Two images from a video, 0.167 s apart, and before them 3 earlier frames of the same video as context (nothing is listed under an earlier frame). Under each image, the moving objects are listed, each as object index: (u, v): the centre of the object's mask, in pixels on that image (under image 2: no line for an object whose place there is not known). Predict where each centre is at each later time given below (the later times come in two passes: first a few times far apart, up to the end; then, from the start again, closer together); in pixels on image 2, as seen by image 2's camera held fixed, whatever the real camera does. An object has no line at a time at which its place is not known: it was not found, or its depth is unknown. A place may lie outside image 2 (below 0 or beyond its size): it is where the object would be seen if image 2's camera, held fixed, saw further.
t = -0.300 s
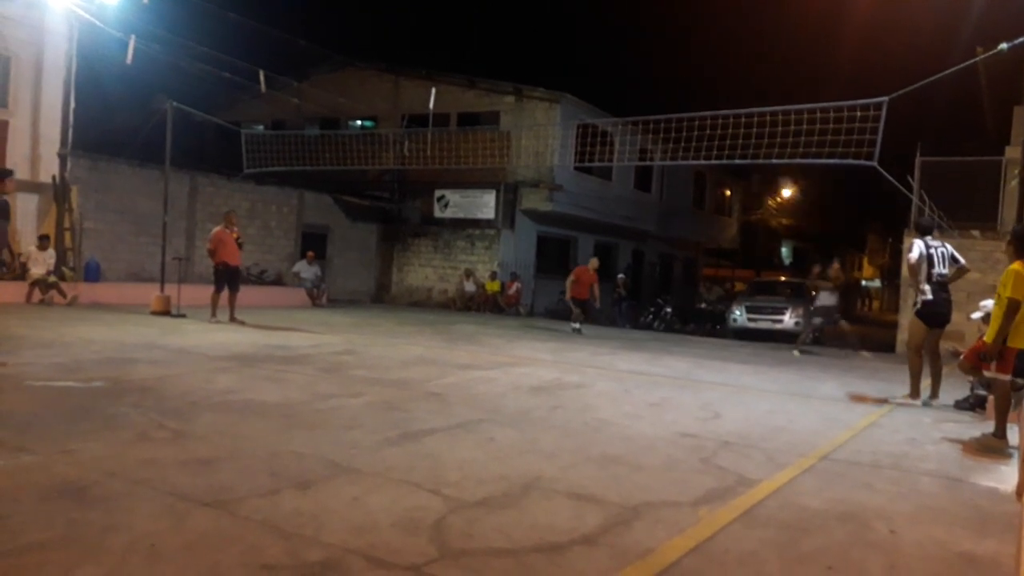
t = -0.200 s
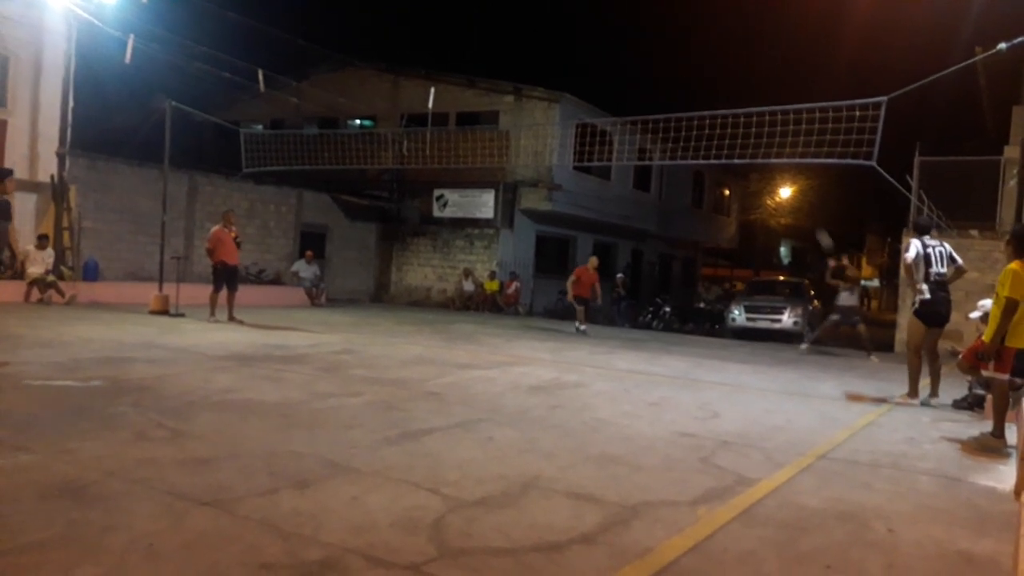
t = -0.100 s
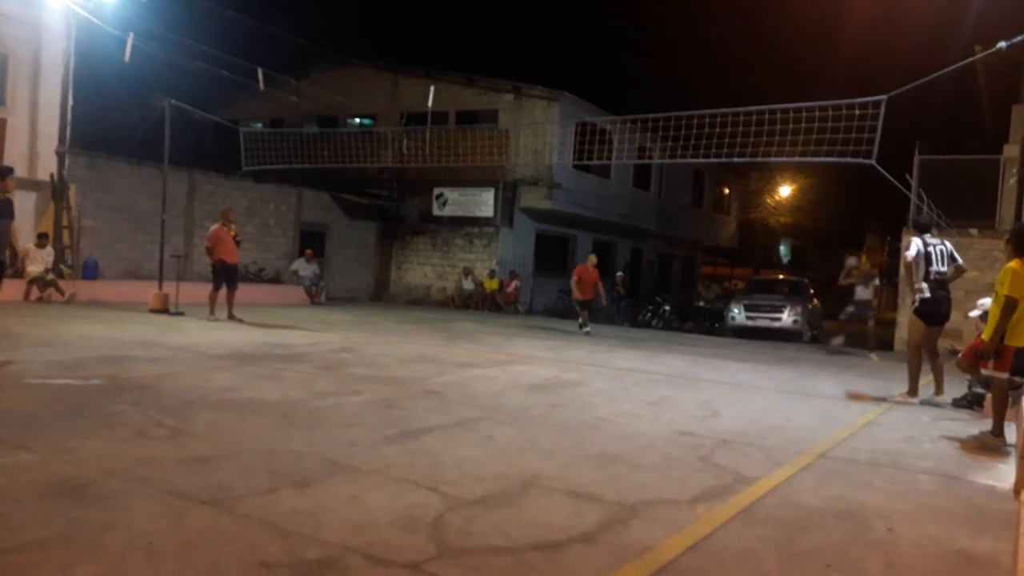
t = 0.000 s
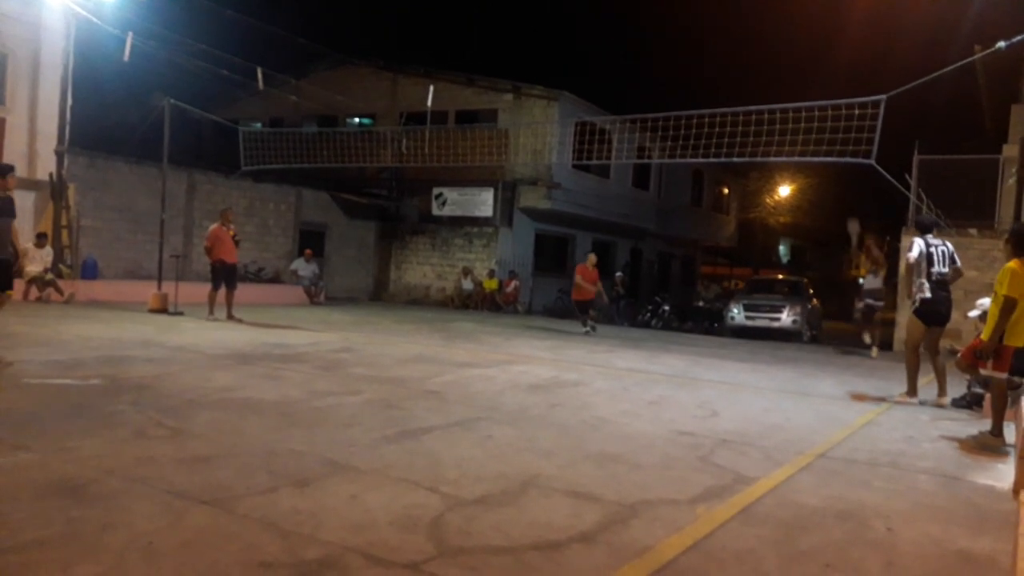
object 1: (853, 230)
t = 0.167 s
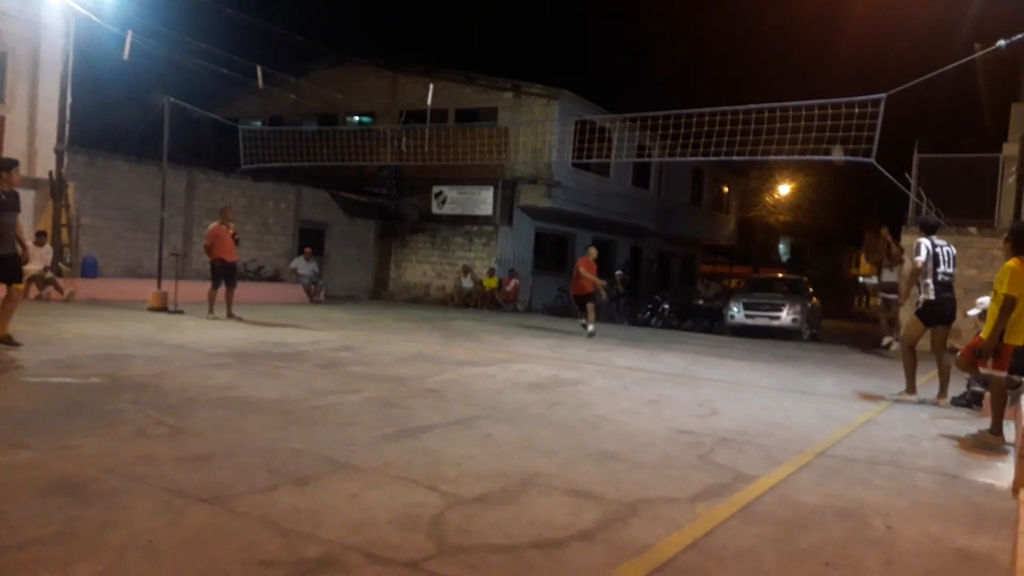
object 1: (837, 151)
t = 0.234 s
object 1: (831, 129)
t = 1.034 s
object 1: (712, 16)
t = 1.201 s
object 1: (679, 47)
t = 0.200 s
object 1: (834, 141)
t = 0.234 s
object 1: (831, 129)
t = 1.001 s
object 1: (719, 13)
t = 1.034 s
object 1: (712, 16)
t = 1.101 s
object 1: (699, 26)
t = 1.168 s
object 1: (686, 39)
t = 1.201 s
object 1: (679, 47)
